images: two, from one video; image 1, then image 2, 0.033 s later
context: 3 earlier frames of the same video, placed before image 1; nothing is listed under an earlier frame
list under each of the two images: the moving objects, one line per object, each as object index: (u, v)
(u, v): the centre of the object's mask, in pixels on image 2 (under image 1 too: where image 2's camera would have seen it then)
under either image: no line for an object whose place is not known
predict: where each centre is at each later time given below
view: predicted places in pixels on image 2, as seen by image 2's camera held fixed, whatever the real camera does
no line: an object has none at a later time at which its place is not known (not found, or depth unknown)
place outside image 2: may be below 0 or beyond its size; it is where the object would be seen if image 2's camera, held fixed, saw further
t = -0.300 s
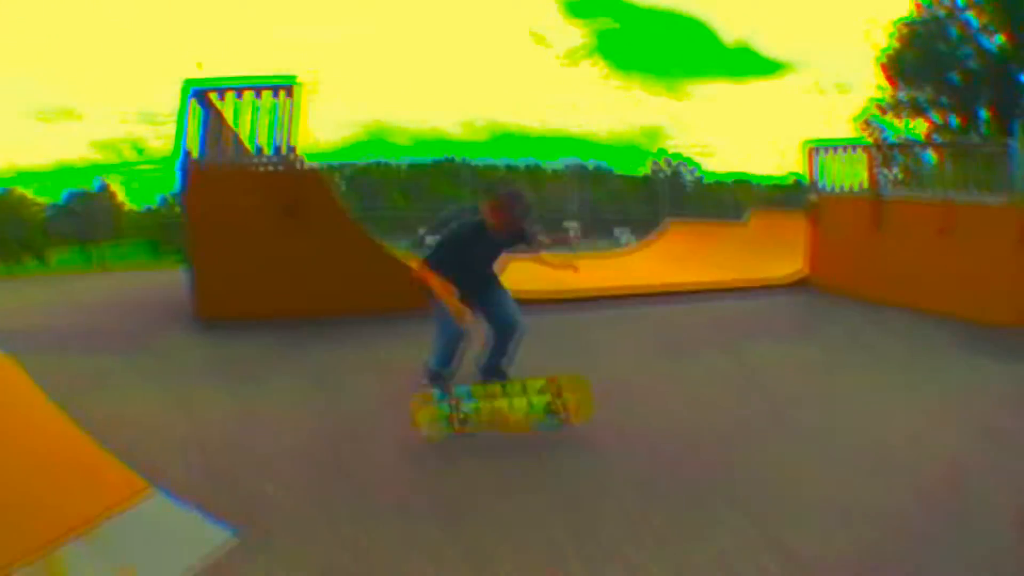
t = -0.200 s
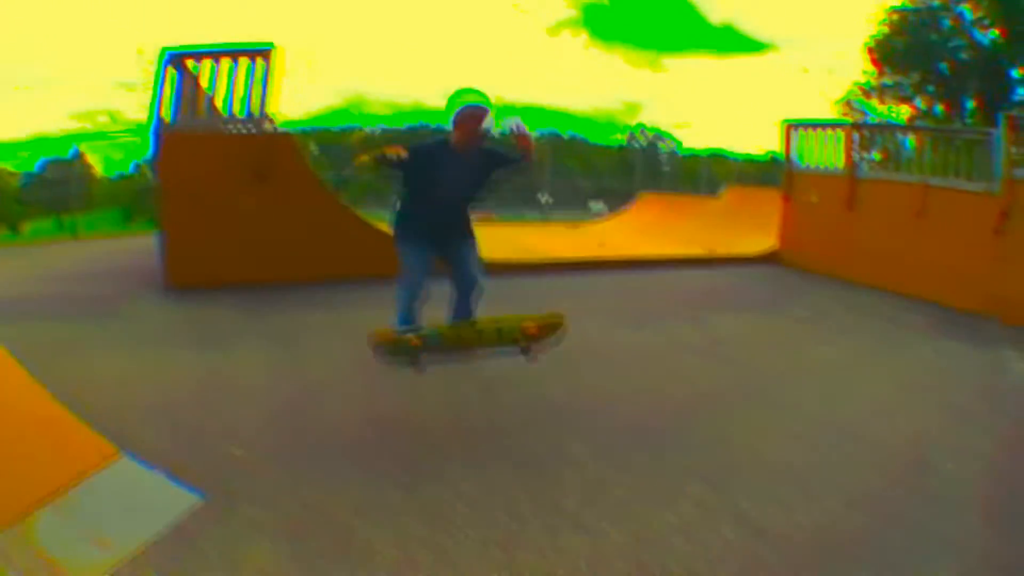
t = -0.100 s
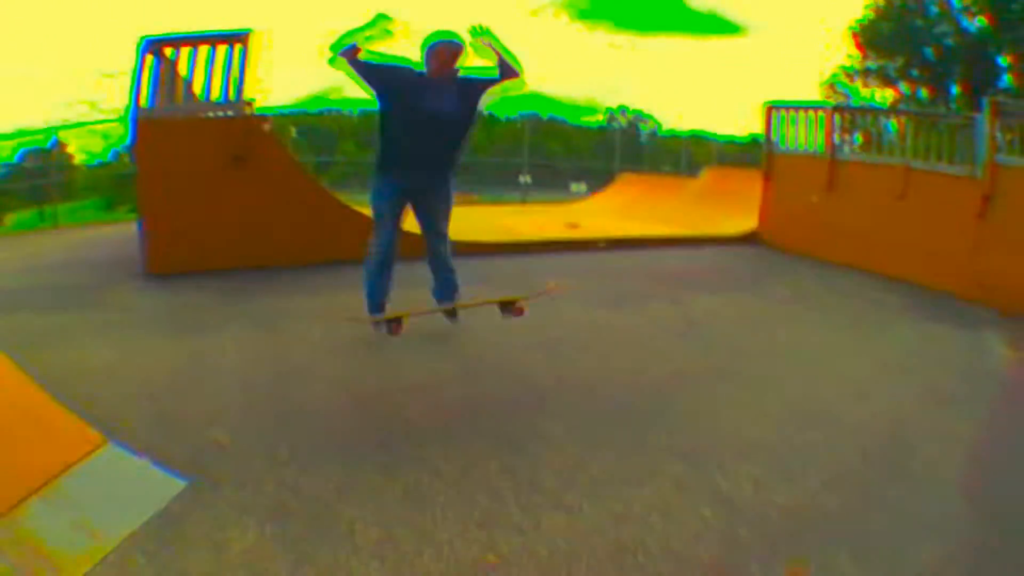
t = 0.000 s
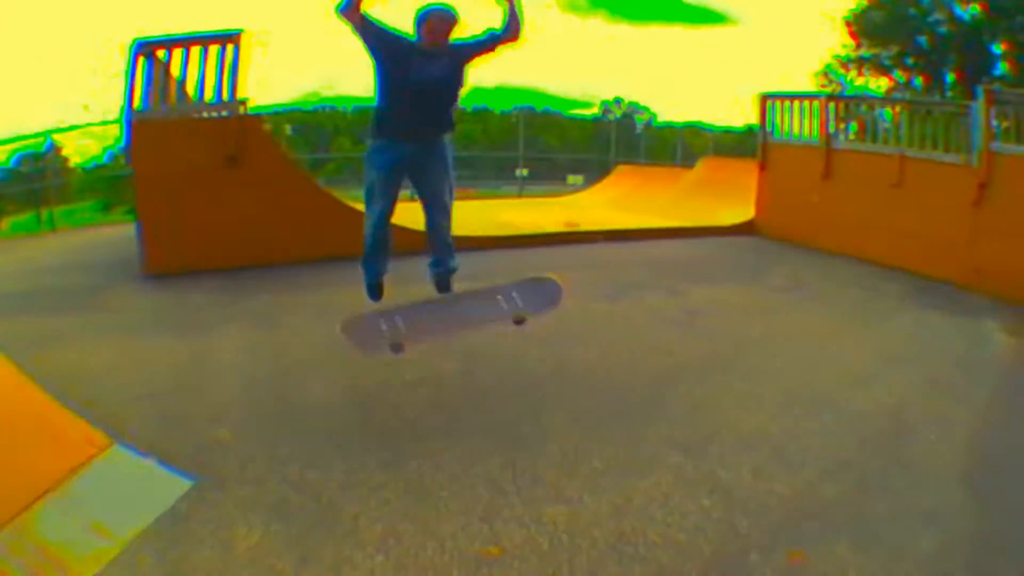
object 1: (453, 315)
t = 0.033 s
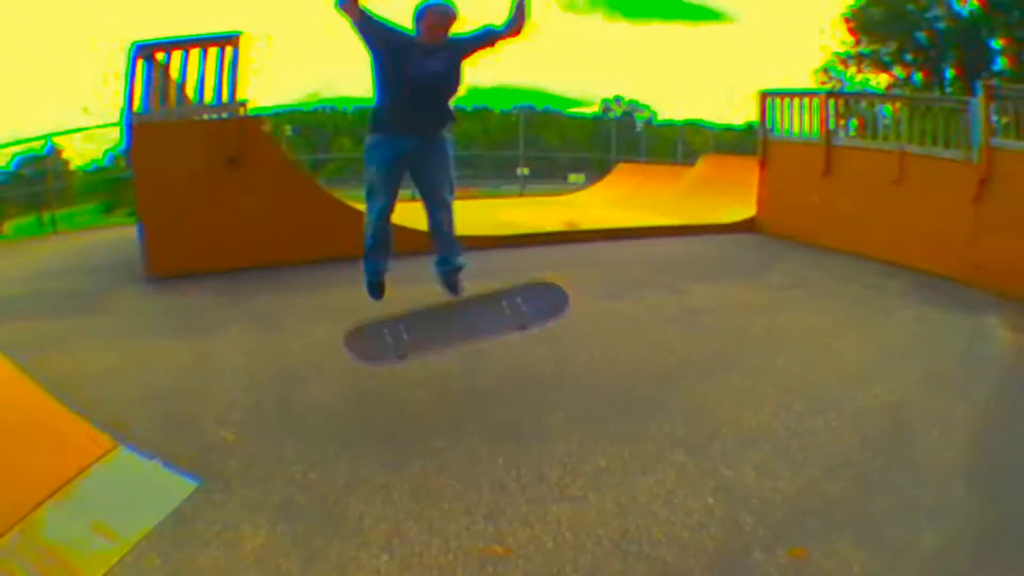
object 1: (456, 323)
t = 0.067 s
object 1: (458, 332)
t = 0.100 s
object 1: (461, 344)
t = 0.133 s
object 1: (465, 359)
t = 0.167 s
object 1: (468, 375)
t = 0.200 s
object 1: (478, 389)
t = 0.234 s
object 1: (469, 417)
